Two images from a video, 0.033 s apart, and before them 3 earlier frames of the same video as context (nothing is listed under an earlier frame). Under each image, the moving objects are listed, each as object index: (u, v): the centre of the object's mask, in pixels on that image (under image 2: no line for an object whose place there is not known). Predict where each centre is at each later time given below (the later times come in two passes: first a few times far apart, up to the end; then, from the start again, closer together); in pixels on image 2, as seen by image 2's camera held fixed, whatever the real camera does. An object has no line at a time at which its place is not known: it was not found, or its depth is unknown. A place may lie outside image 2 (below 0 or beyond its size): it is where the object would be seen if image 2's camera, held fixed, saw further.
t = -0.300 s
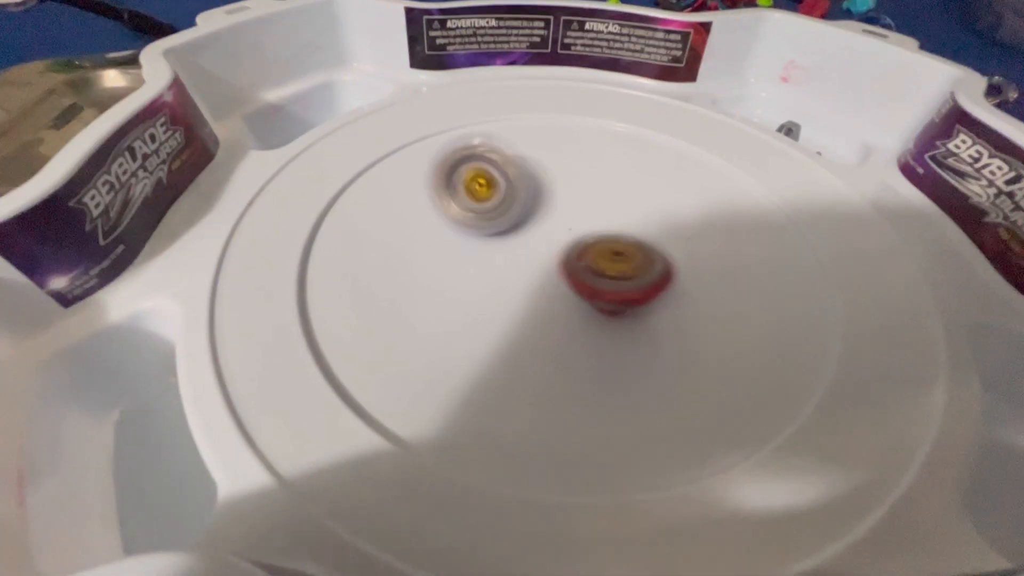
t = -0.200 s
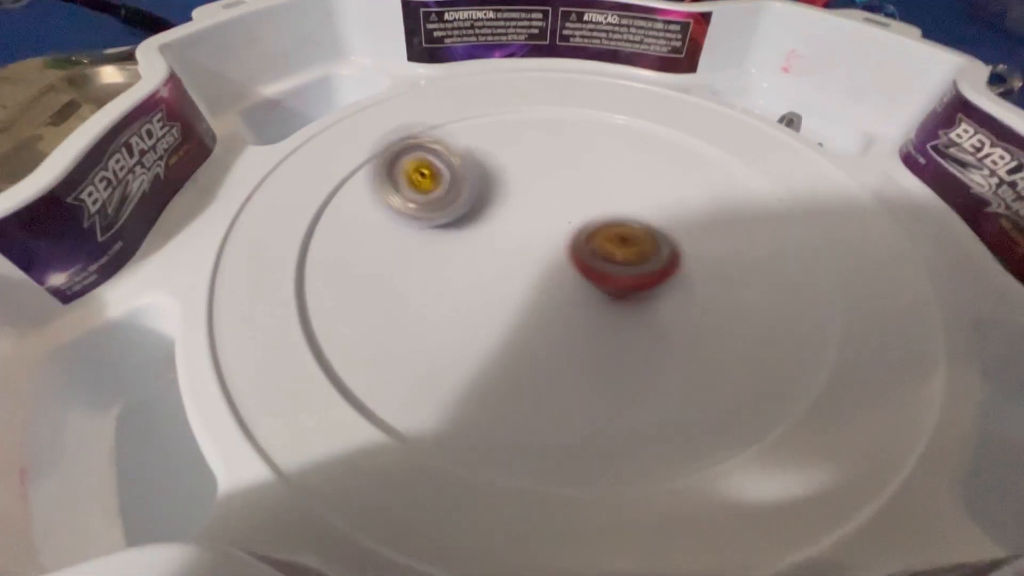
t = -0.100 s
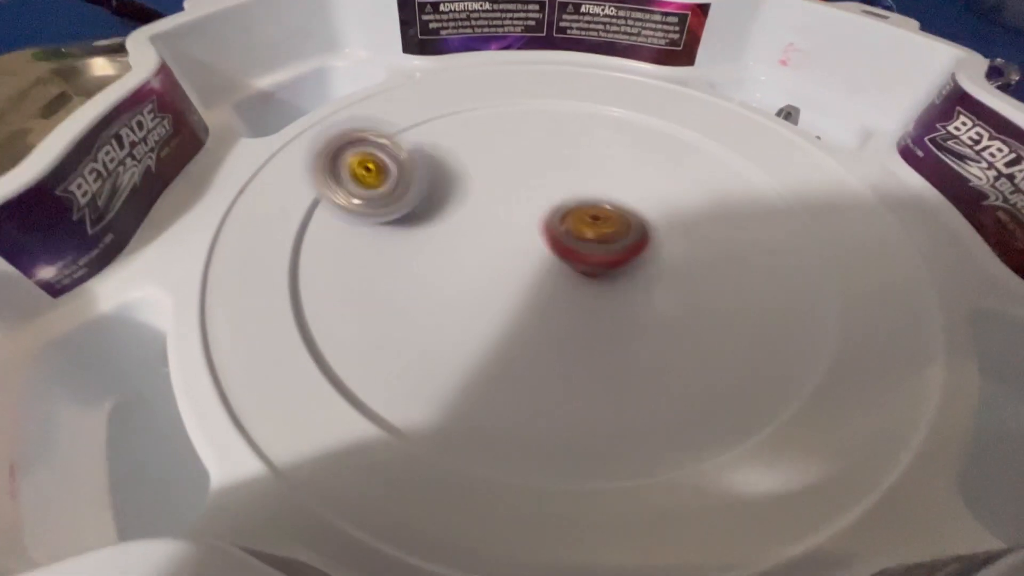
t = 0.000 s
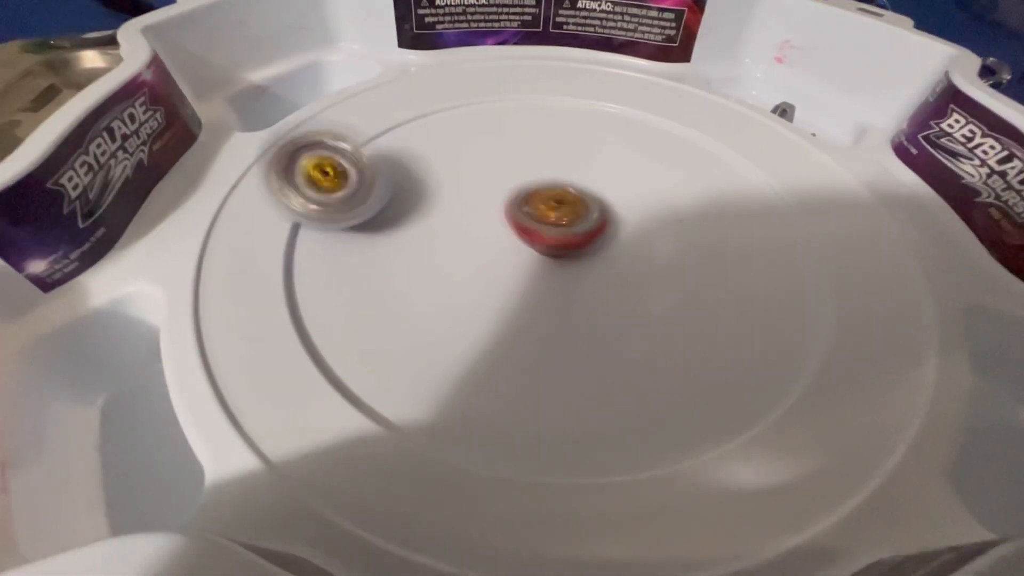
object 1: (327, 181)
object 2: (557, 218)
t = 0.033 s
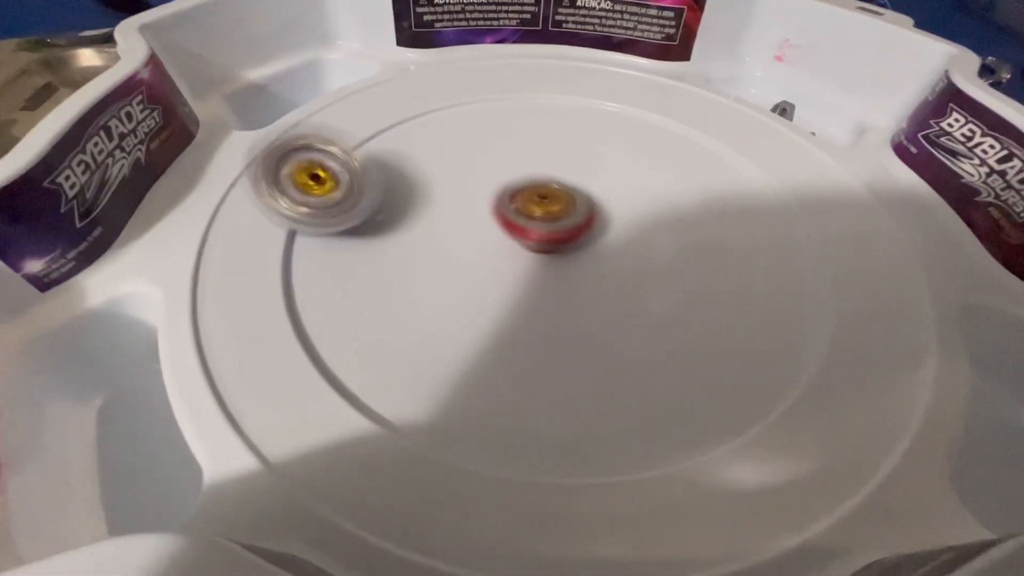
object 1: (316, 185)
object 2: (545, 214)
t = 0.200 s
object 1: (321, 224)
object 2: (495, 205)
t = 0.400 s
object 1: (409, 278)
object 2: (486, 215)
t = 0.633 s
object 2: (595, 162)
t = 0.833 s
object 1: (549, 339)
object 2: (618, 136)
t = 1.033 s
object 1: (631, 248)
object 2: (585, 162)
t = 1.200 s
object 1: (706, 208)
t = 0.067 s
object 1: (307, 191)
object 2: (534, 211)
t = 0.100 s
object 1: (306, 199)
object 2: (522, 209)
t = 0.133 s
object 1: (312, 208)
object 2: (512, 207)
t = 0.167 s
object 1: (316, 216)
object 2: (504, 206)
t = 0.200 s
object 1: (321, 224)
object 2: (495, 205)
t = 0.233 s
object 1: (333, 234)
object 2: (490, 206)
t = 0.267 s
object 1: (344, 244)
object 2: (484, 207)
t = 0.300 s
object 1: (356, 254)
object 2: (481, 208)
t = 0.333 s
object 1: (373, 261)
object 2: (479, 211)
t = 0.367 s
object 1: (389, 270)
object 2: (481, 212)
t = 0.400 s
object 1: (409, 278)
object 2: (486, 215)
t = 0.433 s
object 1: (425, 285)
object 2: (494, 218)
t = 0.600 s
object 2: (583, 171)
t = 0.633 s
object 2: (595, 162)
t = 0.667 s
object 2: (605, 153)
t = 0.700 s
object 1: (476, 394)
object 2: (612, 146)
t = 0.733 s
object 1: (495, 382)
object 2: (617, 142)
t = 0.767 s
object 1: (514, 369)
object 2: (620, 138)
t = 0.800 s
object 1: (532, 354)
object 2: (620, 136)
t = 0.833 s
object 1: (549, 339)
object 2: (618, 136)
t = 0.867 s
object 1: (566, 322)
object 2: (613, 137)
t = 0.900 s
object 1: (580, 306)
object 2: (608, 140)
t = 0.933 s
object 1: (593, 291)
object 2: (602, 144)
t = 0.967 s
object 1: (607, 276)
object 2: (596, 149)
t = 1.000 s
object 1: (619, 262)
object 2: (591, 155)
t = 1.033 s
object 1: (631, 248)
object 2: (585, 162)
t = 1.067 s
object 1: (642, 234)
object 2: (580, 168)
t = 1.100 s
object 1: (654, 224)
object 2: (570, 168)
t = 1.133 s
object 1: (675, 219)
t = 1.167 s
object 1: (691, 214)
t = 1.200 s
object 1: (706, 208)
